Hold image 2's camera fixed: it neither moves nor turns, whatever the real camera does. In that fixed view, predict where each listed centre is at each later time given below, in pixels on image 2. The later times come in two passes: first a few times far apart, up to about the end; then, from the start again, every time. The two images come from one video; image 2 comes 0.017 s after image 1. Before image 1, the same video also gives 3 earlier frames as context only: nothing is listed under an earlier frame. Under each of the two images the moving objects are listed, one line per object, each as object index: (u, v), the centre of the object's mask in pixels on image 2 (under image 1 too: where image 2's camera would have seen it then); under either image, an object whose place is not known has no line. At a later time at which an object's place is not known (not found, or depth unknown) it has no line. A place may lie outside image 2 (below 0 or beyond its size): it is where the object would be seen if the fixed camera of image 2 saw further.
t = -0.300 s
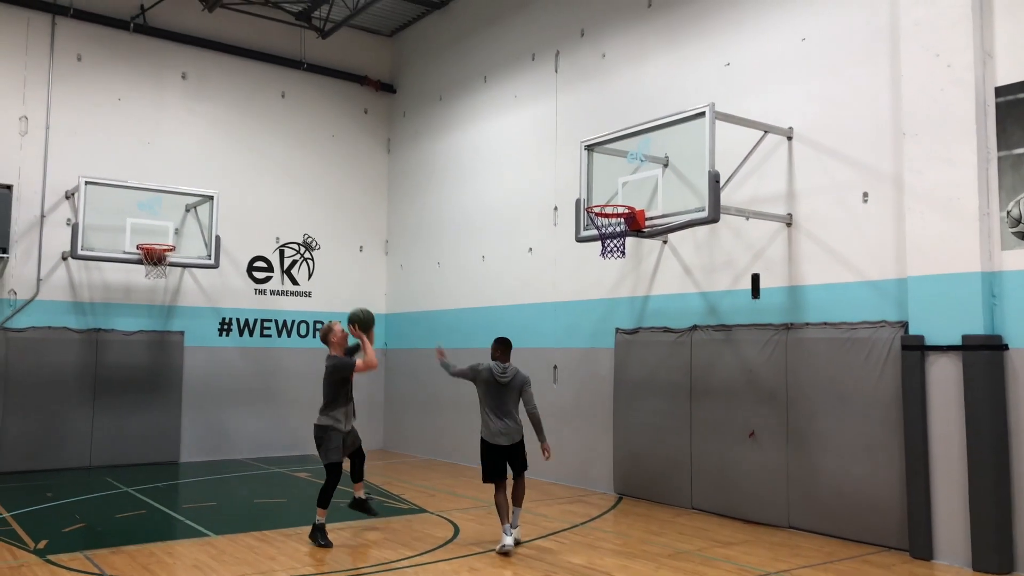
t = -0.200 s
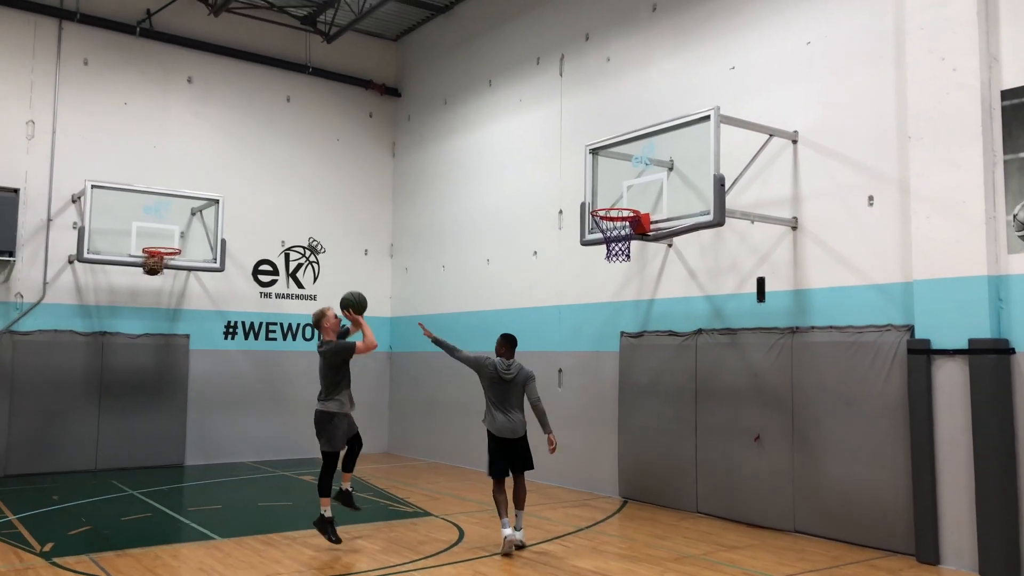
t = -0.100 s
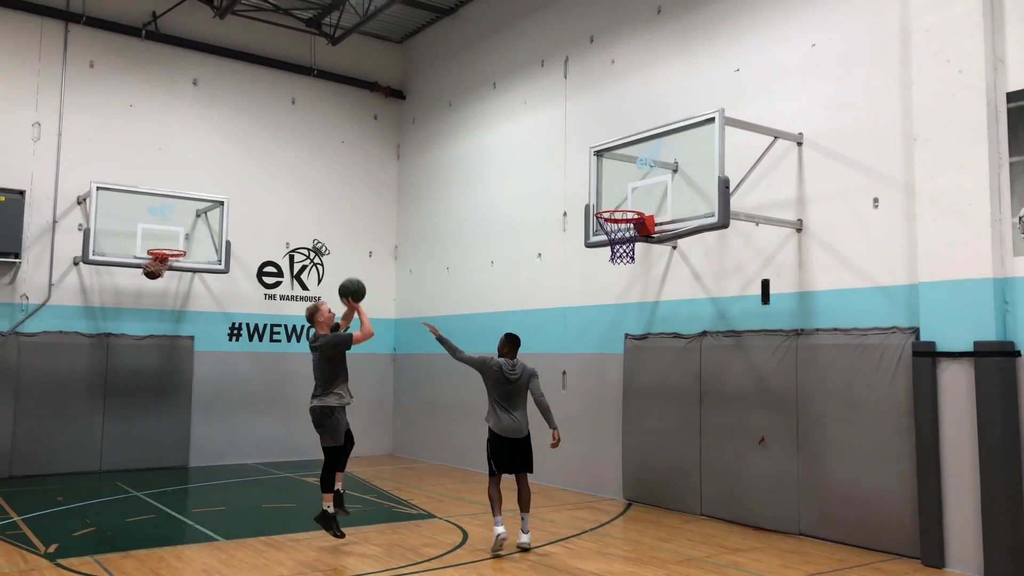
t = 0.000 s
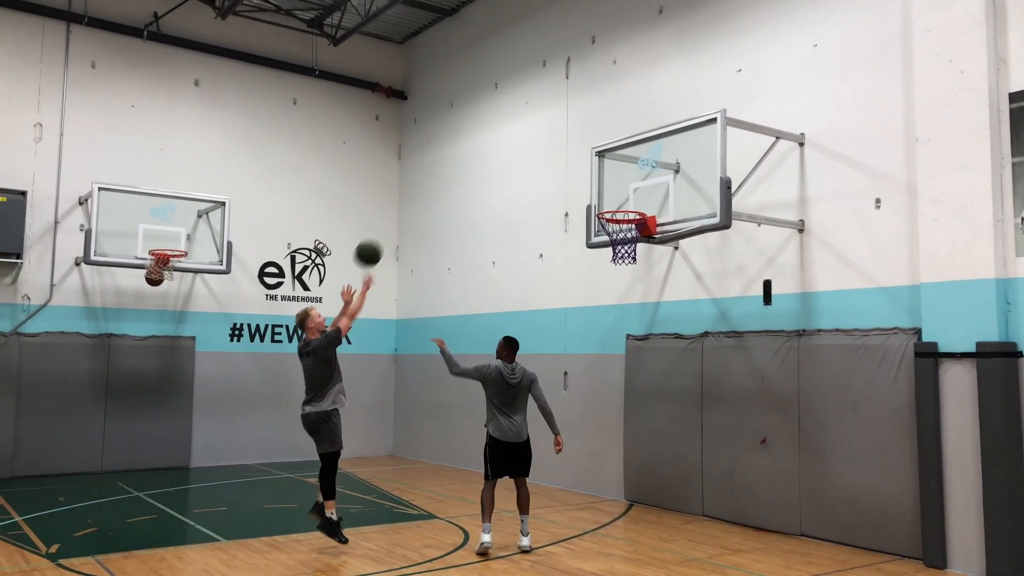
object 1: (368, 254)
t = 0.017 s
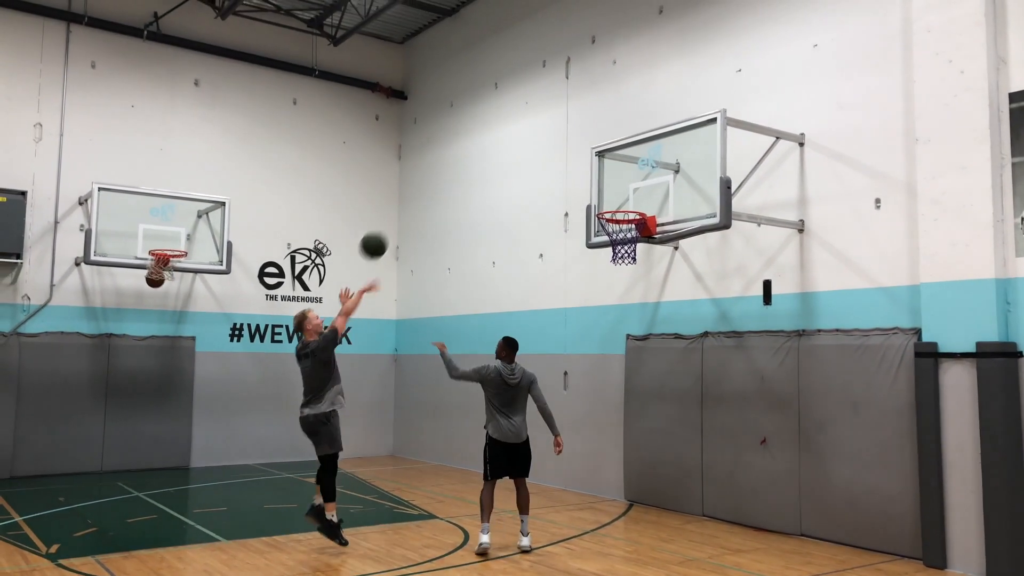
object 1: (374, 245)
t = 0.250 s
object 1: (446, 163)
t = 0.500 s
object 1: (518, 139)
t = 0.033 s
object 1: (379, 237)
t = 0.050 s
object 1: (384, 229)
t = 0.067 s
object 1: (390, 222)
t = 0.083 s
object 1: (395, 215)
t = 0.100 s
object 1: (400, 209)
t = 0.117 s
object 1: (406, 203)
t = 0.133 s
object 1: (410, 197)
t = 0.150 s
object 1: (416, 191)
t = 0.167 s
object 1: (421, 185)
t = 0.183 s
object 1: (426, 180)
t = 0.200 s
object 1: (431, 175)
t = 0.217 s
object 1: (436, 171)
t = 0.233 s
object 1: (441, 167)
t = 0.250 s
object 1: (446, 163)
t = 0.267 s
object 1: (451, 159)
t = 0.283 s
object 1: (456, 156)
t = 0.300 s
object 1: (461, 153)
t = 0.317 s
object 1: (466, 150)
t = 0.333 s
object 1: (471, 148)
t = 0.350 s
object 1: (475, 146)
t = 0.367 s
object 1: (480, 144)
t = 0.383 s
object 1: (485, 143)
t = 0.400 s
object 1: (490, 141)
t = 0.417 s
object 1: (494, 140)
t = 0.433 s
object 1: (499, 139)
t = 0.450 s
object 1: (504, 139)
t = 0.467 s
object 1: (509, 138)
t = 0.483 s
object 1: (514, 139)
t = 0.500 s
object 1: (518, 139)
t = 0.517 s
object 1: (522, 140)
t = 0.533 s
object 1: (527, 141)
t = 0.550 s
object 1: (532, 142)
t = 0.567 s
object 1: (536, 143)
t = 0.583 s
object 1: (541, 145)
